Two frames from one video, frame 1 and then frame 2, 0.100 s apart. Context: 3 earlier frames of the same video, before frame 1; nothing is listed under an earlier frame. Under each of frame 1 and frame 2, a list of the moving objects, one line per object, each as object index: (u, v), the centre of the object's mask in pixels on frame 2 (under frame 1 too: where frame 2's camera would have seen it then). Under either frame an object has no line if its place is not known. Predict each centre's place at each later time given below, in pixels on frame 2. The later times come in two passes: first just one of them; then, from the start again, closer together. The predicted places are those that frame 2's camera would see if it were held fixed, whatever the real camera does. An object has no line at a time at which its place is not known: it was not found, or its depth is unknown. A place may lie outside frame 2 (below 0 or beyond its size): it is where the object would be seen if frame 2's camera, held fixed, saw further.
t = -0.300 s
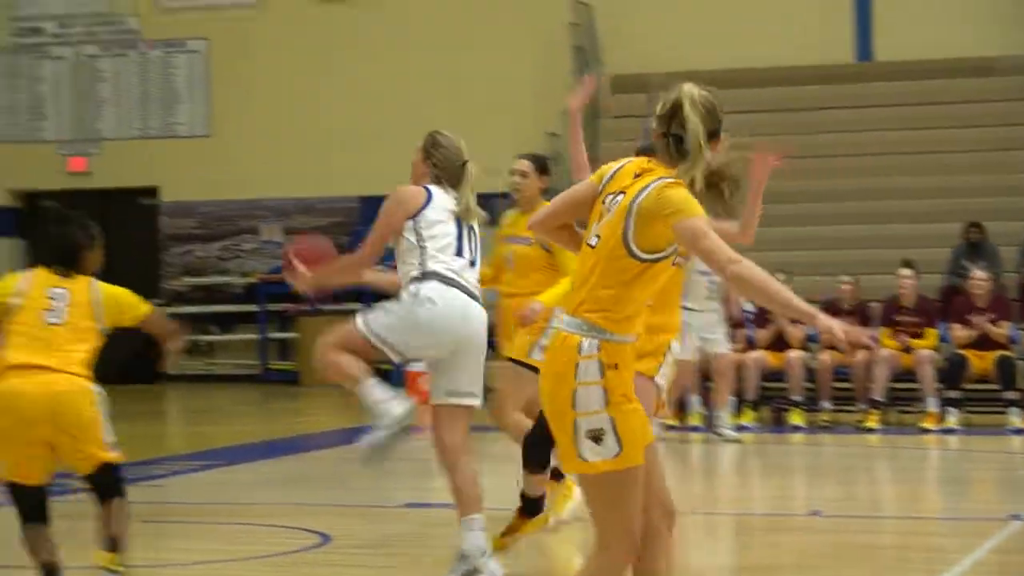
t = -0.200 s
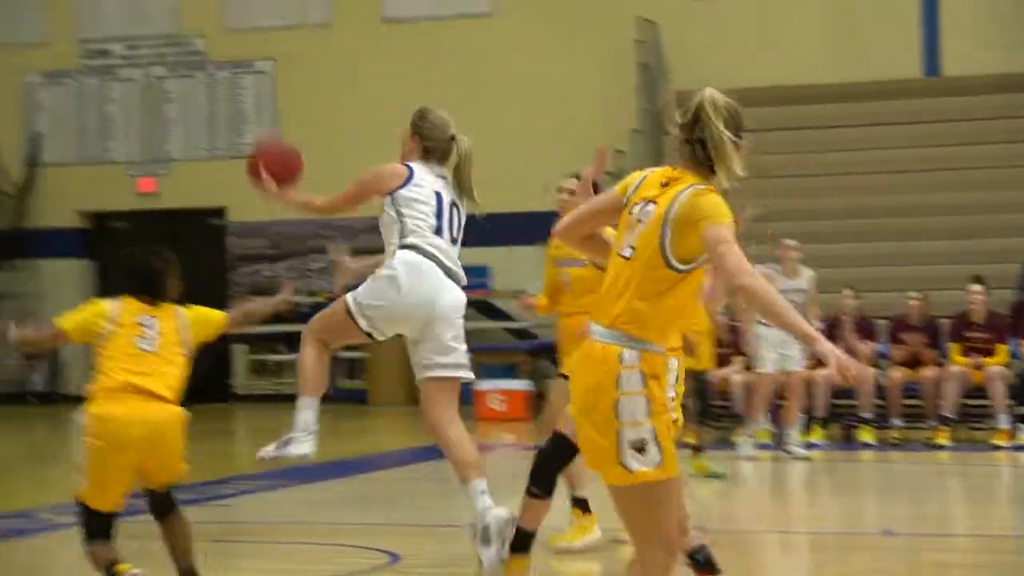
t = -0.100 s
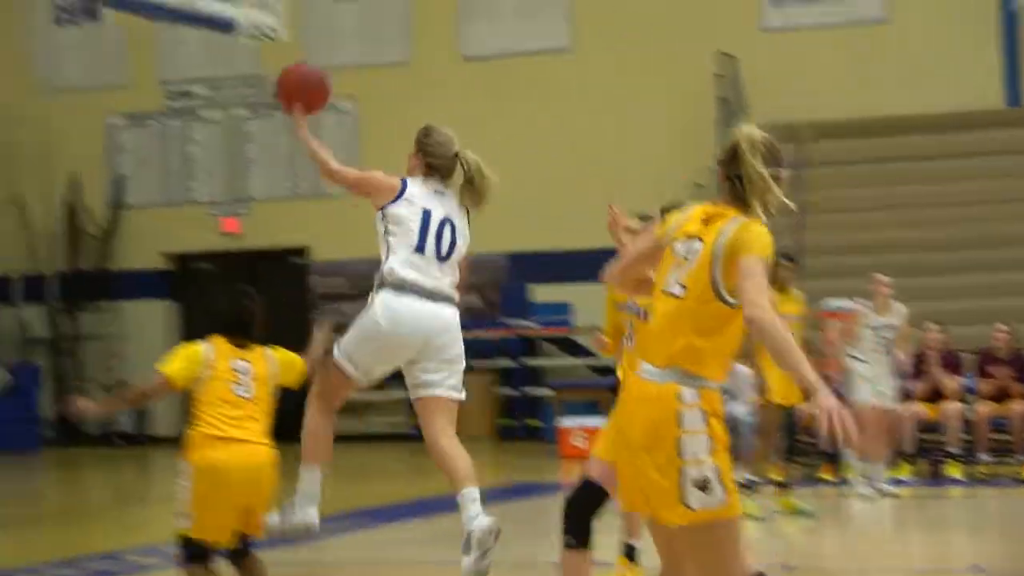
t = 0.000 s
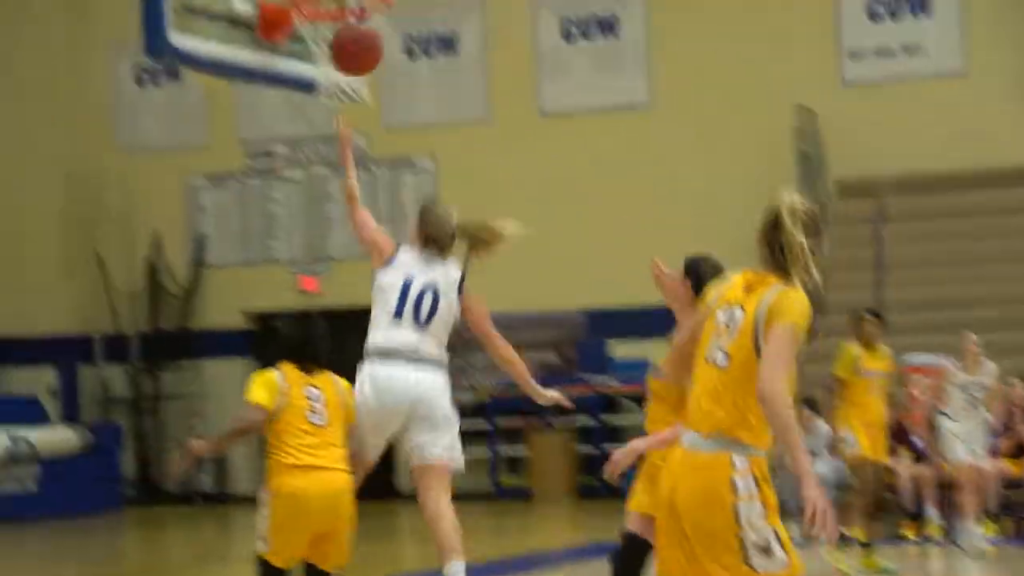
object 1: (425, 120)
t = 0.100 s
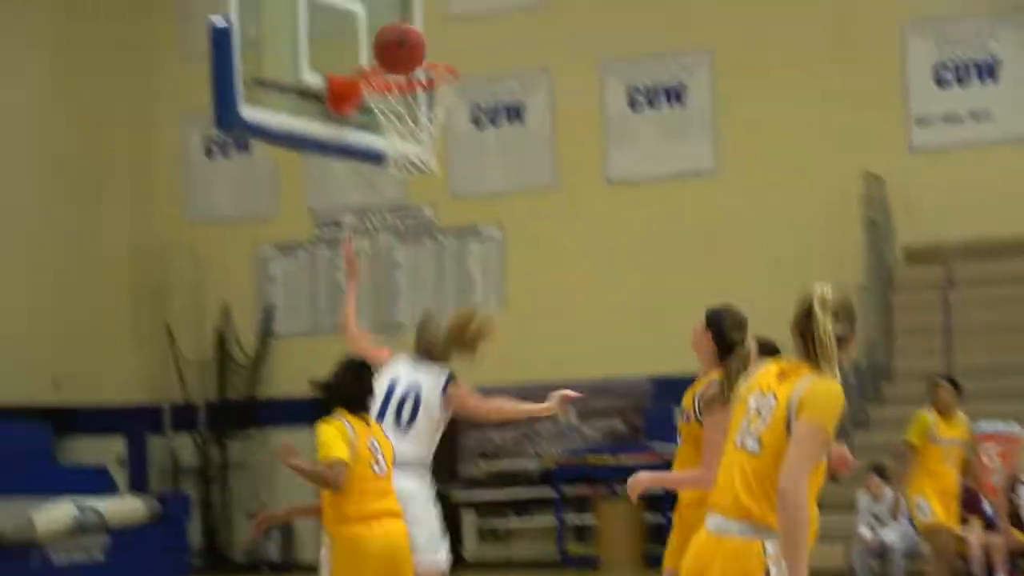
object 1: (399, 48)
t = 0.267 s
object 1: (364, -18)
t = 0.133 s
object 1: (392, 29)
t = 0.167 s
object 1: (385, 13)
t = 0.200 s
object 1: (377, 0)
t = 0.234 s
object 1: (371, -10)
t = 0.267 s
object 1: (364, -18)
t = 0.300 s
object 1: (358, -24)
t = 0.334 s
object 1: (351, -26)
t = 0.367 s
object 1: (345, -27)
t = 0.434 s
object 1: (332, -20)
